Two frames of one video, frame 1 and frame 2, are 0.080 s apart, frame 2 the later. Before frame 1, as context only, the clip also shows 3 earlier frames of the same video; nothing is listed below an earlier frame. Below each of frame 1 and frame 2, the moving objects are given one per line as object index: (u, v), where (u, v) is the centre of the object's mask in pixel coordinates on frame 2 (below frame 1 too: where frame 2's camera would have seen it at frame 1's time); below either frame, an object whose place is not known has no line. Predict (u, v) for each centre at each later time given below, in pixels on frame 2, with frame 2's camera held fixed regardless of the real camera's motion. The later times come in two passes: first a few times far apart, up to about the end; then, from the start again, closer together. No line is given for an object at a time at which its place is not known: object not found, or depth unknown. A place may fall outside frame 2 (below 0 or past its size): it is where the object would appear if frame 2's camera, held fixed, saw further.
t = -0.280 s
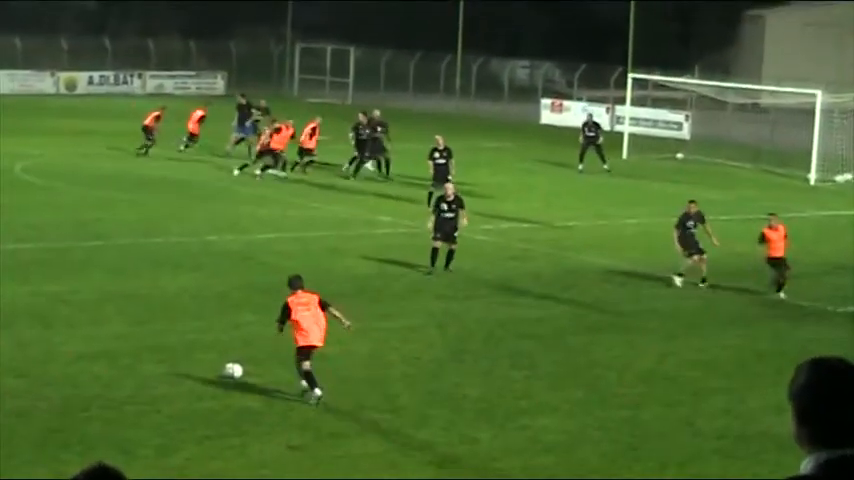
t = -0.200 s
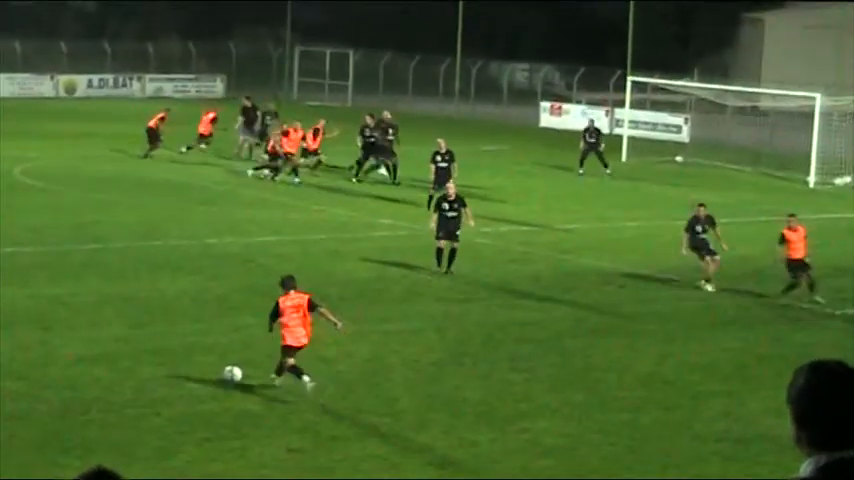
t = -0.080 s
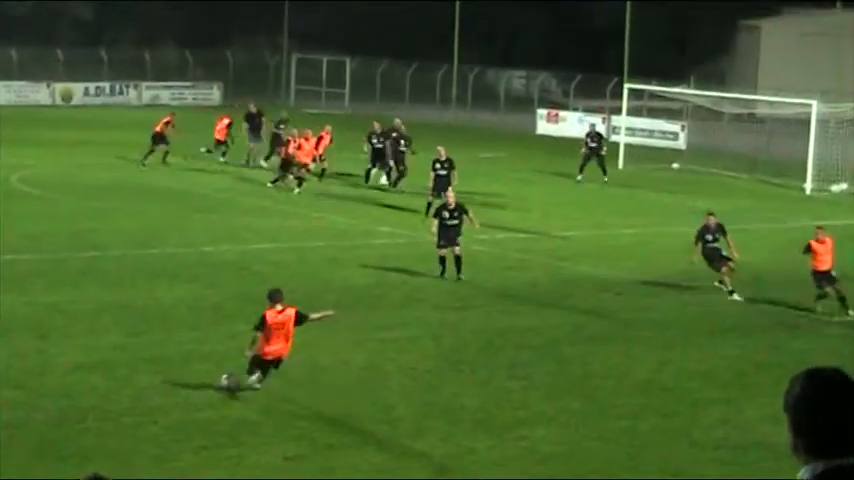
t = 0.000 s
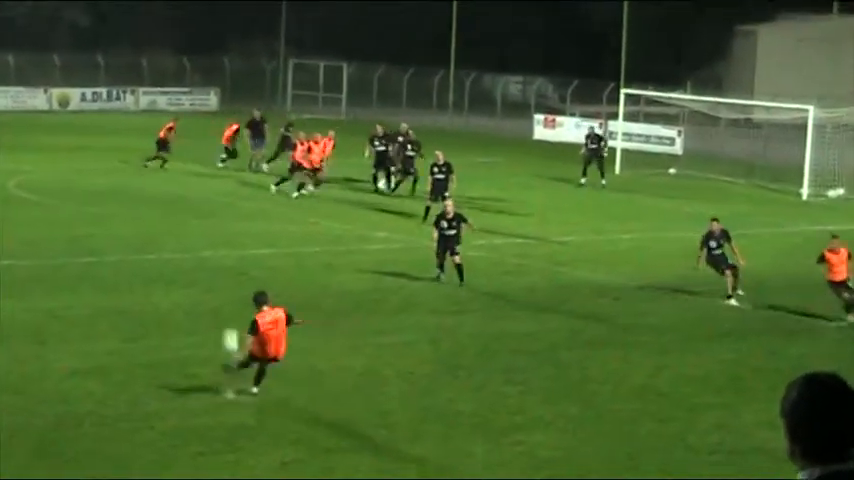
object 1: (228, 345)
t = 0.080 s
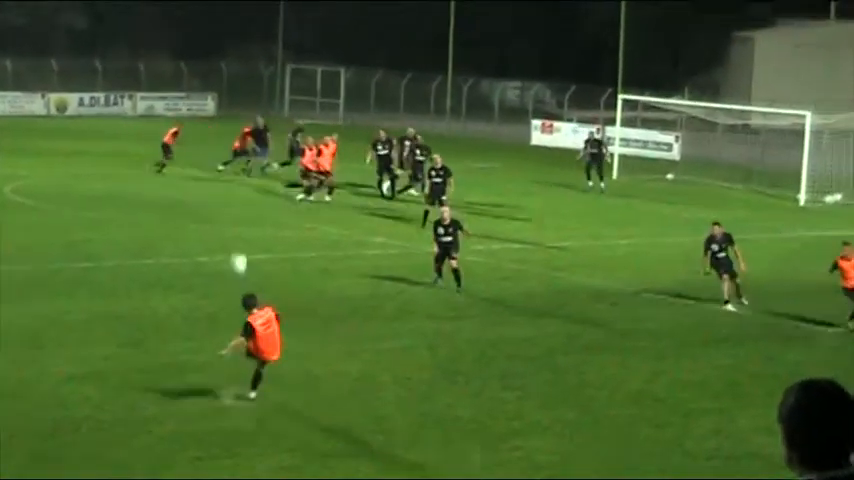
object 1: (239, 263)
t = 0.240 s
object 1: (267, 144)
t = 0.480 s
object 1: (319, 45)
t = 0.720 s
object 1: (368, 2)
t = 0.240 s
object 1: (267, 144)
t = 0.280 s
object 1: (274, 122)
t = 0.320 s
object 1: (283, 103)
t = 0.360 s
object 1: (292, 85)
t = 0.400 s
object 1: (301, 70)
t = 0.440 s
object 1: (310, 57)
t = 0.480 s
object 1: (319, 45)
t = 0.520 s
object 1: (327, 35)
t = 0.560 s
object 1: (335, 26)
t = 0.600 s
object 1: (343, 18)
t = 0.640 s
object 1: (352, 12)
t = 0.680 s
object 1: (359, 7)
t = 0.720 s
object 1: (368, 2)
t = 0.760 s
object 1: (373, -2)
